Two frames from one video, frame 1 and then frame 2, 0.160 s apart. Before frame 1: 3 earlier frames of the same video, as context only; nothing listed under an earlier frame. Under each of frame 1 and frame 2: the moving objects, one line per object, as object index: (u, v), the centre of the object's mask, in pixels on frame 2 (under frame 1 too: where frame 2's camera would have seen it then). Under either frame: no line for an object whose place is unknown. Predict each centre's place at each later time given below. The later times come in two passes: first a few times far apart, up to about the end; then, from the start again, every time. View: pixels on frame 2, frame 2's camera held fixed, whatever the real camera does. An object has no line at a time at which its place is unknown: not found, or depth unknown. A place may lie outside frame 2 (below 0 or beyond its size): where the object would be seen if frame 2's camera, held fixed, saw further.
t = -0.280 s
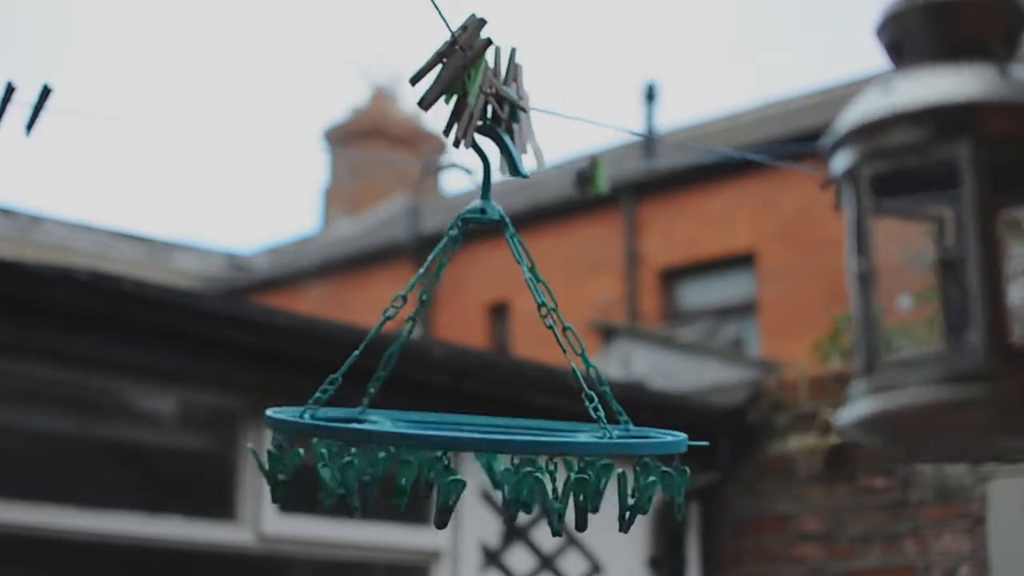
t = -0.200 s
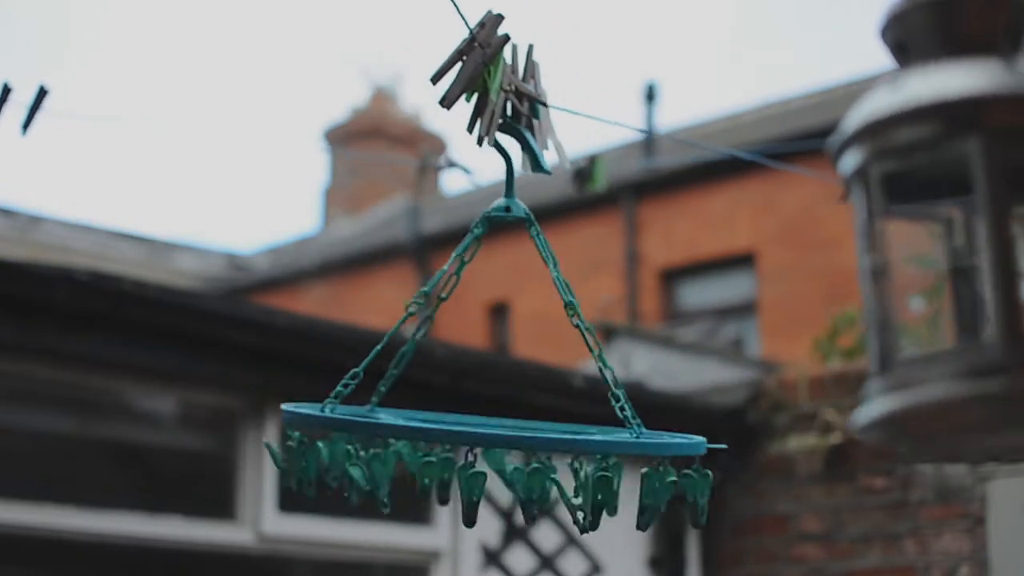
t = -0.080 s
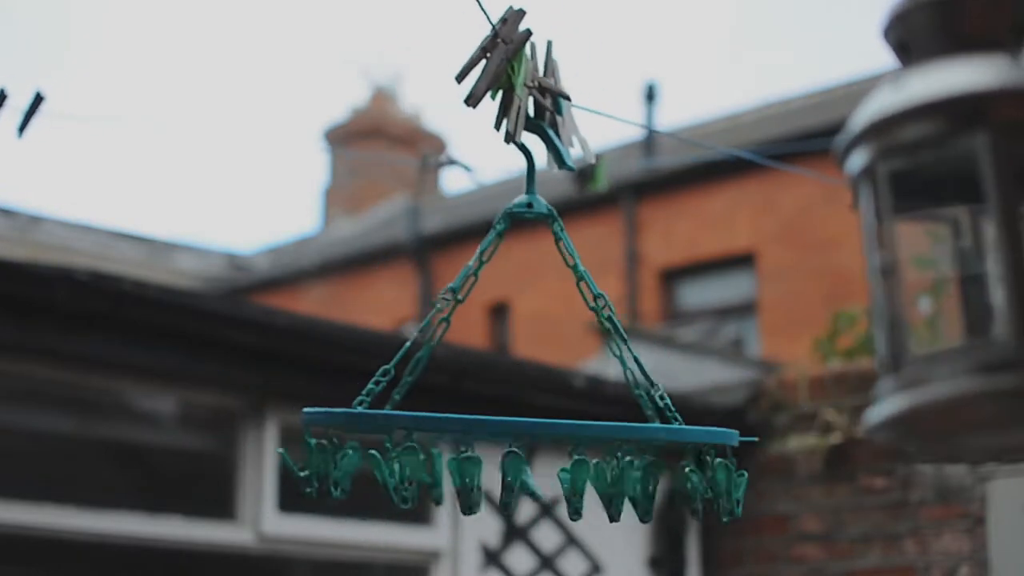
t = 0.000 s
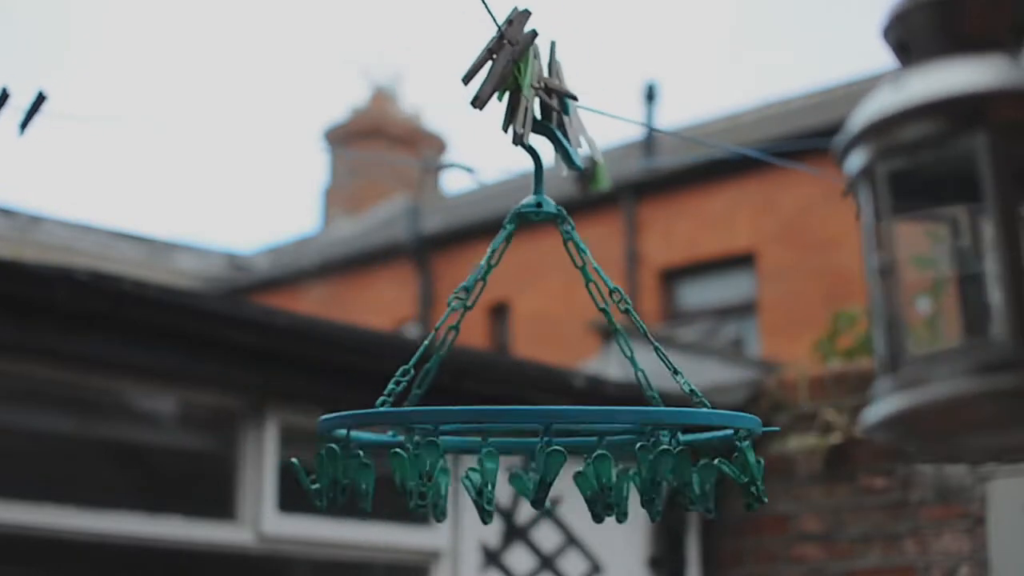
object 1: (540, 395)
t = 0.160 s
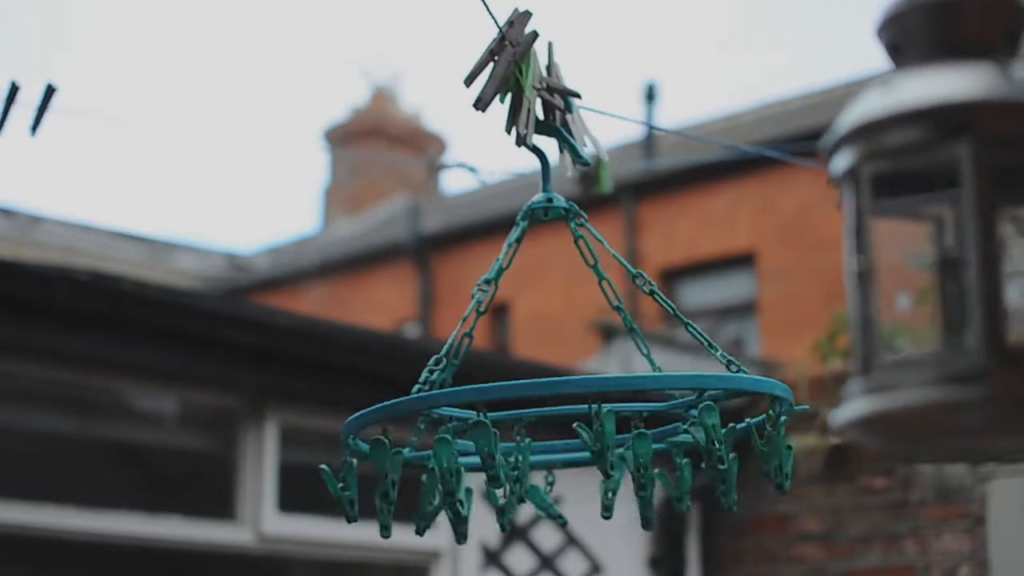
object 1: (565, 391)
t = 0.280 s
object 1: (573, 388)
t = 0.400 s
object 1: (567, 388)
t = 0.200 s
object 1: (569, 390)
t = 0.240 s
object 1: (571, 389)
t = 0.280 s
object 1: (573, 388)
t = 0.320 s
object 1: (572, 387)
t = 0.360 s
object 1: (569, 387)
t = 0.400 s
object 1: (567, 388)
